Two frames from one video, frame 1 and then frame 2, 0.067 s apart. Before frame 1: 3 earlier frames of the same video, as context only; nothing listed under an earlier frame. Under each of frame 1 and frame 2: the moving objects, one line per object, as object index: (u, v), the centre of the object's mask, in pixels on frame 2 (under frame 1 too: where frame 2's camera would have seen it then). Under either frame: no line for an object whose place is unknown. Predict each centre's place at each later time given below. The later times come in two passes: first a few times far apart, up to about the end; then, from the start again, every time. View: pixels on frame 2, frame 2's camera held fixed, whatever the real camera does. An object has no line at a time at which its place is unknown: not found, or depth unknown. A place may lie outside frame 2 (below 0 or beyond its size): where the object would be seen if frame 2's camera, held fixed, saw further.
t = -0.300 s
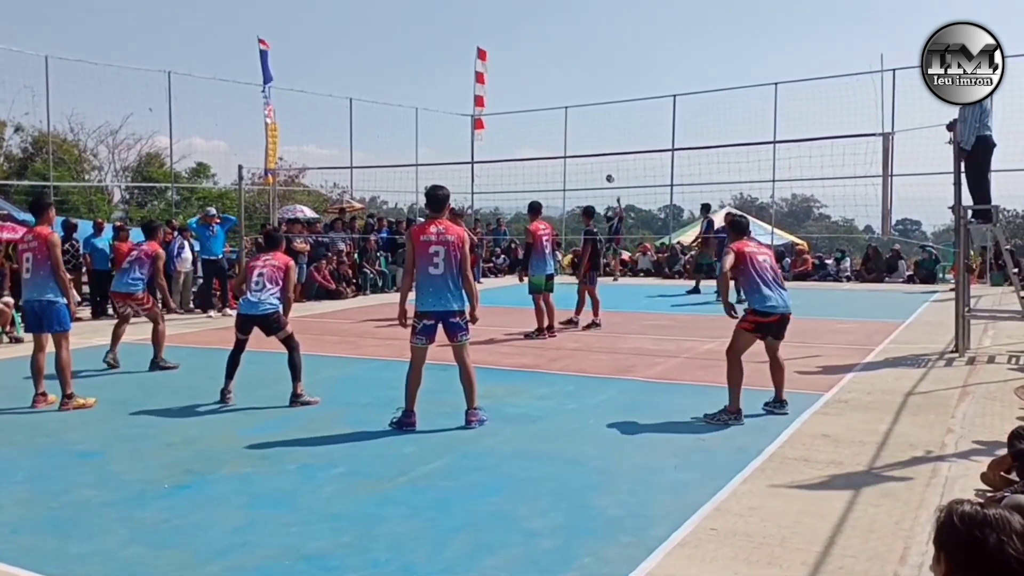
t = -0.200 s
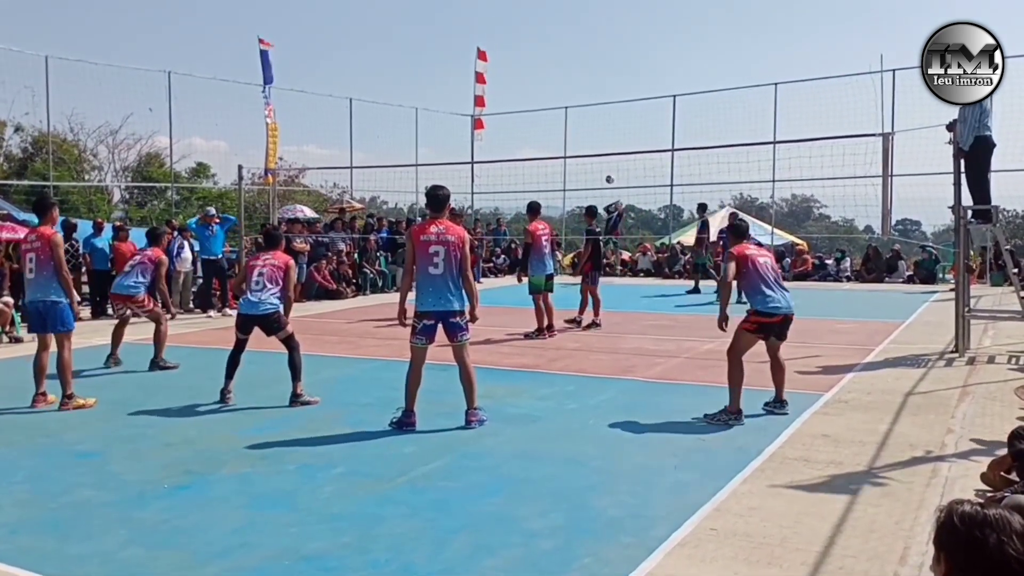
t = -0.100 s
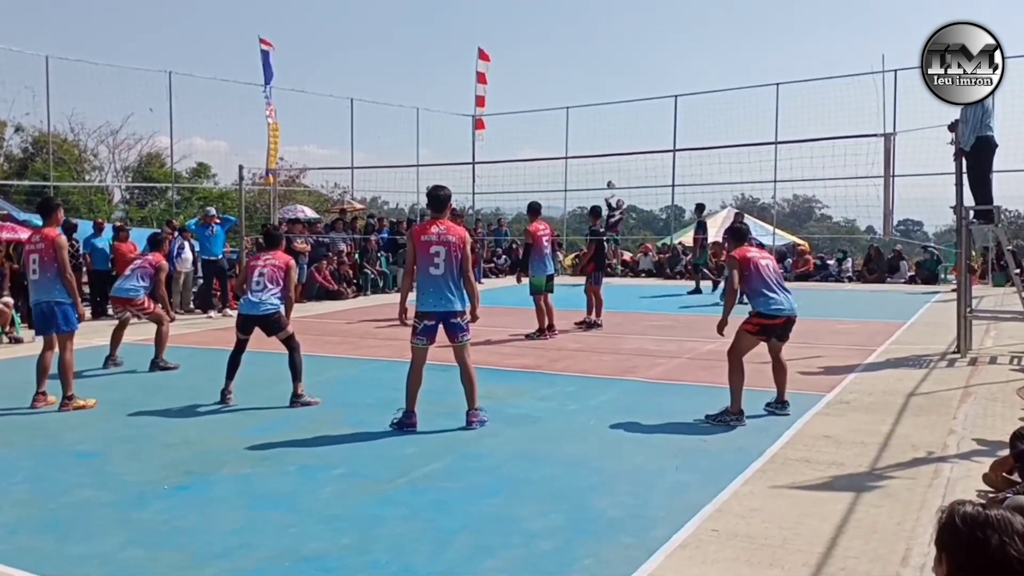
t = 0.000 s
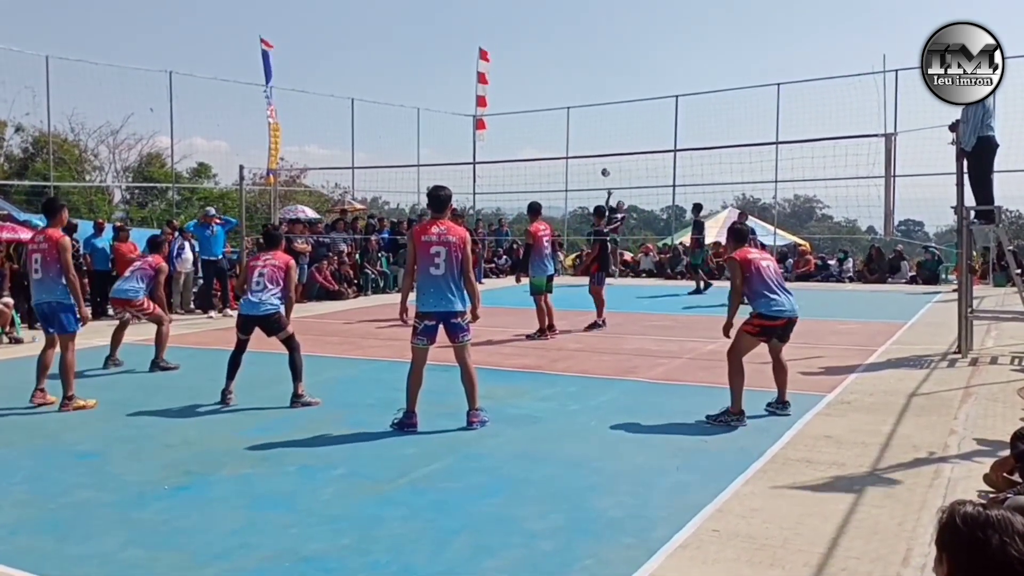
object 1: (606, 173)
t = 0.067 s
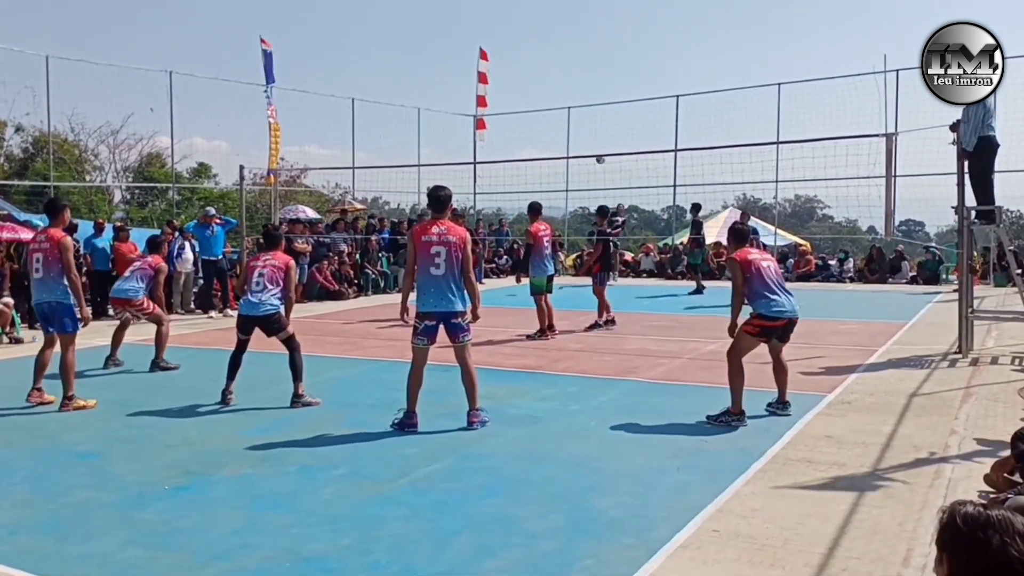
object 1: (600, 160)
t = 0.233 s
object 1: (584, 129)
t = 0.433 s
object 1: (563, 103)
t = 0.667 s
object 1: (534, 94)
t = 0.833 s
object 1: (509, 114)
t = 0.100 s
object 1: (596, 151)
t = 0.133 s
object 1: (594, 146)
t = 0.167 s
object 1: (590, 141)
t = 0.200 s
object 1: (587, 135)
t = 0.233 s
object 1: (584, 129)
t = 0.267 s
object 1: (580, 124)
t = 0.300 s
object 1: (577, 119)
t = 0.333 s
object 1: (573, 114)
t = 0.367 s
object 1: (570, 110)
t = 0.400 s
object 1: (566, 106)
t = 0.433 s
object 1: (563, 103)
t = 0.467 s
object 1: (559, 100)
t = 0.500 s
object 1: (555, 97)
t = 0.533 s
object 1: (551, 95)
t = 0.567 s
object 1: (547, 94)
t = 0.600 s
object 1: (543, 93)
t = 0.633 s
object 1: (539, 93)
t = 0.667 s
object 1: (534, 94)
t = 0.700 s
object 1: (530, 96)
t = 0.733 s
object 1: (525, 99)
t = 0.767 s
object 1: (520, 102)
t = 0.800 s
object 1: (514, 108)
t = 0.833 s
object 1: (509, 114)
